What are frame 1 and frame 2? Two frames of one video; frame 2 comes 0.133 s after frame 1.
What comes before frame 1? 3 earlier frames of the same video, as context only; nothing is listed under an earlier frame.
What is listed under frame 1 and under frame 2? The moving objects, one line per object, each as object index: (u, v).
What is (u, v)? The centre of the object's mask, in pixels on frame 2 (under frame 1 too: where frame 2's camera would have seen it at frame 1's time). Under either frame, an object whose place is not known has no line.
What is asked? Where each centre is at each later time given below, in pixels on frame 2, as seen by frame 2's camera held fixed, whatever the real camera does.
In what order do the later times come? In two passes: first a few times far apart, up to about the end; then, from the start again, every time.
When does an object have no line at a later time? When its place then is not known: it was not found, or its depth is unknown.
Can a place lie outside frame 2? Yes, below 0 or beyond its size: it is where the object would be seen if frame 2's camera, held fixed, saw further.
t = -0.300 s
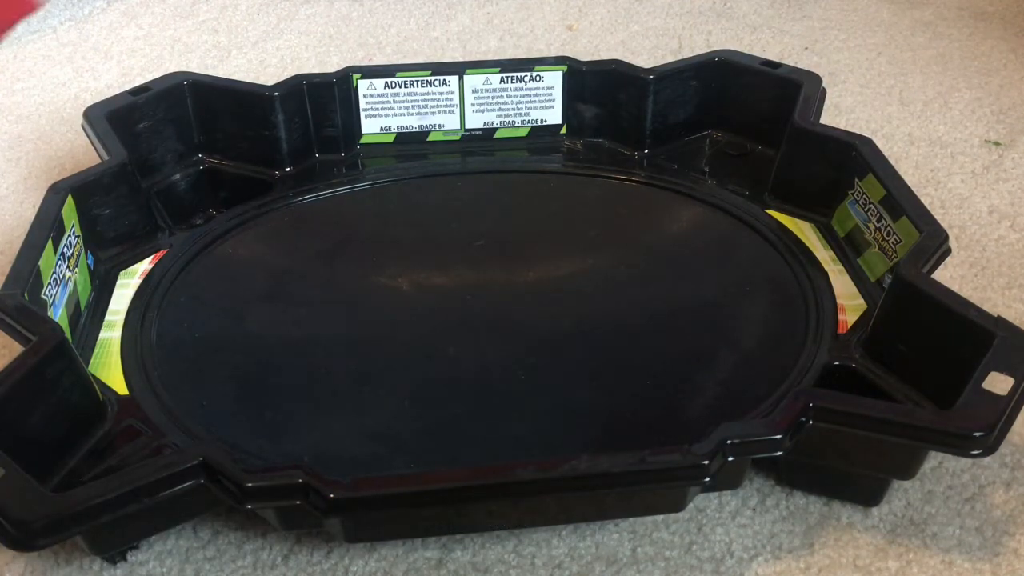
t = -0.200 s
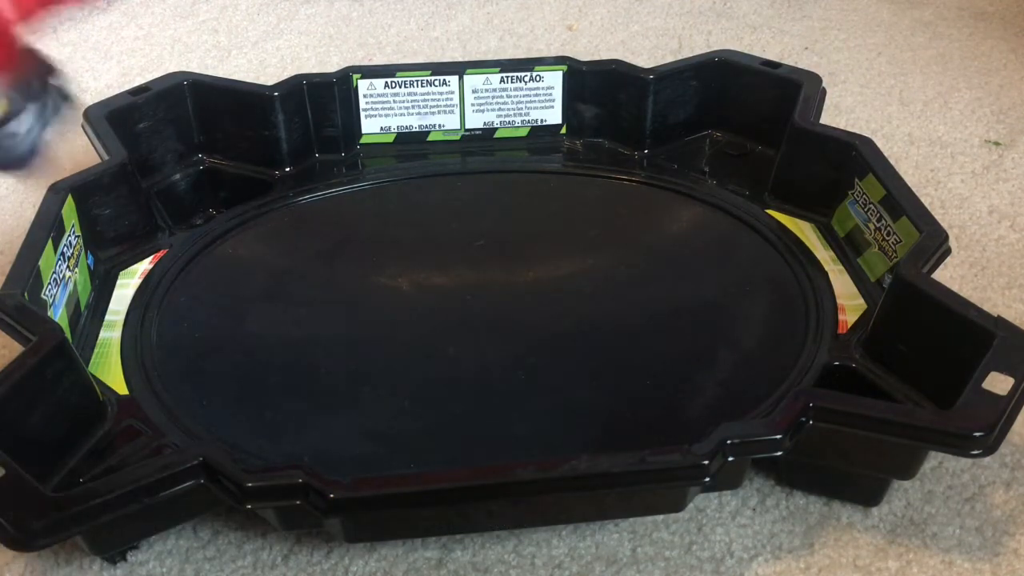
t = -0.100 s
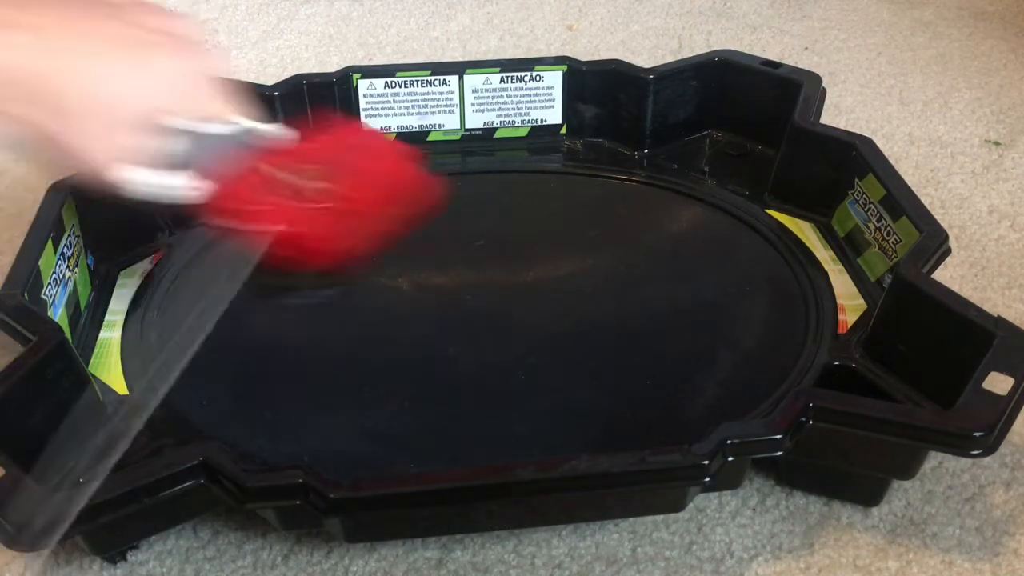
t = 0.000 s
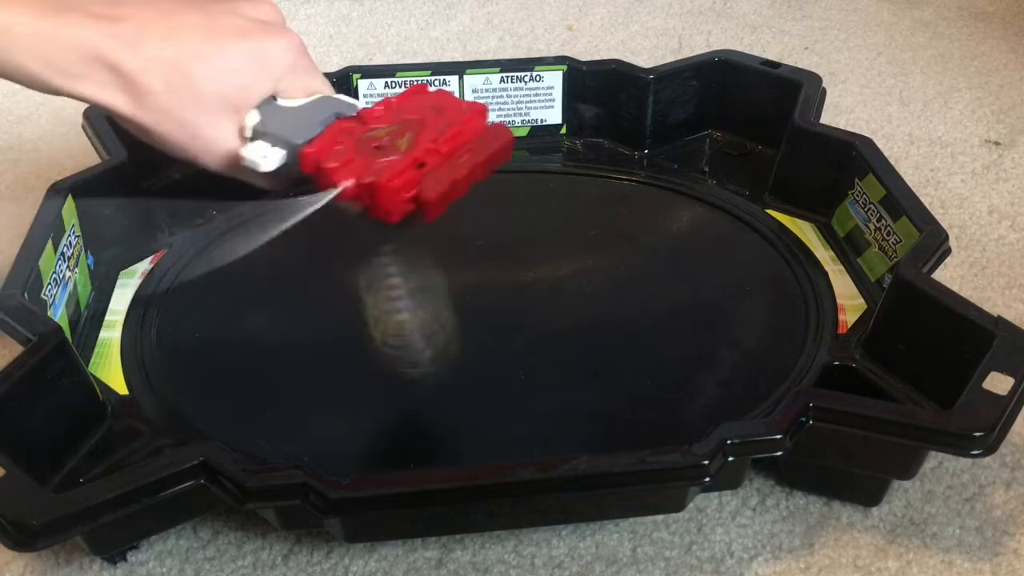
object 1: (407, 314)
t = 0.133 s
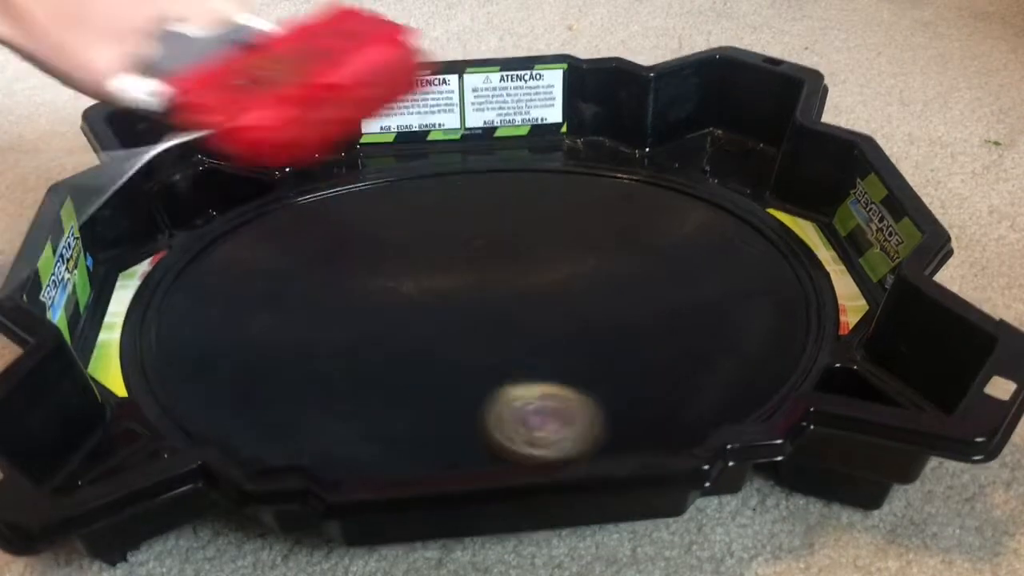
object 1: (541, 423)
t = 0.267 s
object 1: (684, 391)
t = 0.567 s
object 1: (760, 235)
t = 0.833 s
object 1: (562, 189)
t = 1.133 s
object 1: (295, 313)
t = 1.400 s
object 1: (396, 434)
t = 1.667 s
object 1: (613, 372)
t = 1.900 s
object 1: (585, 277)
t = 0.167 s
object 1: (584, 422)
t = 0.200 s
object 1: (621, 415)
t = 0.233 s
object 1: (655, 406)
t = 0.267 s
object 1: (684, 391)
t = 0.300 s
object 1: (712, 374)
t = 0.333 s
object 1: (735, 357)
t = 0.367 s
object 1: (753, 337)
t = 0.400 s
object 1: (767, 318)
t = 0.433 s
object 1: (775, 298)
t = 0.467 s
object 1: (777, 281)
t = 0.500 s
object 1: (776, 264)
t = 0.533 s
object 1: (771, 247)
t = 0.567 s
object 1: (760, 235)
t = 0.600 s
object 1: (746, 222)
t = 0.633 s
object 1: (730, 211)
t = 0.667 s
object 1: (710, 202)
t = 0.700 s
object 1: (687, 196)
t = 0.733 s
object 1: (661, 191)
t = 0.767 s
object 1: (631, 189)
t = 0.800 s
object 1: (597, 187)
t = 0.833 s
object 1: (562, 189)
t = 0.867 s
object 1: (523, 195)
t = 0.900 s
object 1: (485, 202)
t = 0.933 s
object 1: (447, 212)
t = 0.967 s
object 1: (412, 226)
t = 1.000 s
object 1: (380, 240)
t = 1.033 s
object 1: (352, 258)
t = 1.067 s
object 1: (329, 275)
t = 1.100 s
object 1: (310, 293)
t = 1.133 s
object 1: (295, 313)
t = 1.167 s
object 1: (287, 334)
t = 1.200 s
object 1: (285, 354)
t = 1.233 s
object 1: (290, 375)
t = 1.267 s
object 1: (300, 393)
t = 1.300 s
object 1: (317, 408)
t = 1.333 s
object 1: (339, 420)
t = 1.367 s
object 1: (365, 430)
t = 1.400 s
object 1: (396, 434)
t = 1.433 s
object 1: (431, 432)
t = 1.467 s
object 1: (462, 429)
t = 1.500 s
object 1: (495, 423)
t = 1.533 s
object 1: (524, 416)
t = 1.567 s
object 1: (551, 409)
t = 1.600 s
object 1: (575, 401)
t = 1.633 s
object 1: (597, 387)
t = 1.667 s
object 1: (613, 372)
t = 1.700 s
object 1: (624, 357)
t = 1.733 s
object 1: (627, 341)
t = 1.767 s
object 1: (626, 326)
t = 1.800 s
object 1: (620, 313)
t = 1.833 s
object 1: (611, 300)
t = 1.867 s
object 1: (600, 288)
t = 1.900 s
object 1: (585, 277)
